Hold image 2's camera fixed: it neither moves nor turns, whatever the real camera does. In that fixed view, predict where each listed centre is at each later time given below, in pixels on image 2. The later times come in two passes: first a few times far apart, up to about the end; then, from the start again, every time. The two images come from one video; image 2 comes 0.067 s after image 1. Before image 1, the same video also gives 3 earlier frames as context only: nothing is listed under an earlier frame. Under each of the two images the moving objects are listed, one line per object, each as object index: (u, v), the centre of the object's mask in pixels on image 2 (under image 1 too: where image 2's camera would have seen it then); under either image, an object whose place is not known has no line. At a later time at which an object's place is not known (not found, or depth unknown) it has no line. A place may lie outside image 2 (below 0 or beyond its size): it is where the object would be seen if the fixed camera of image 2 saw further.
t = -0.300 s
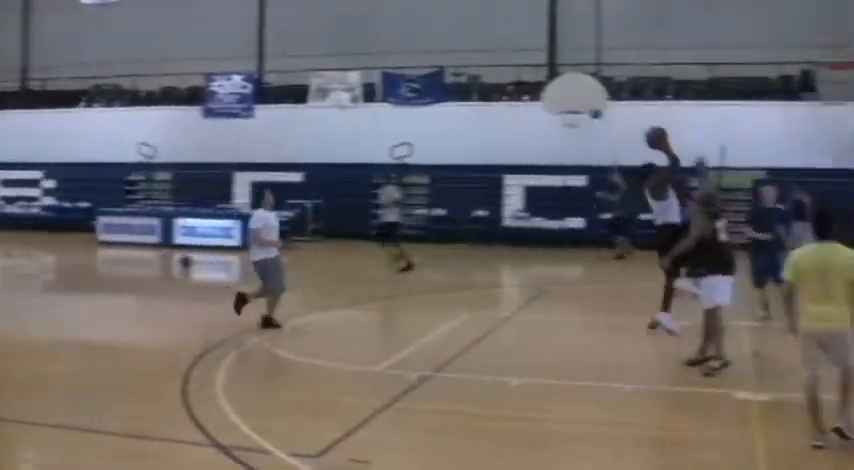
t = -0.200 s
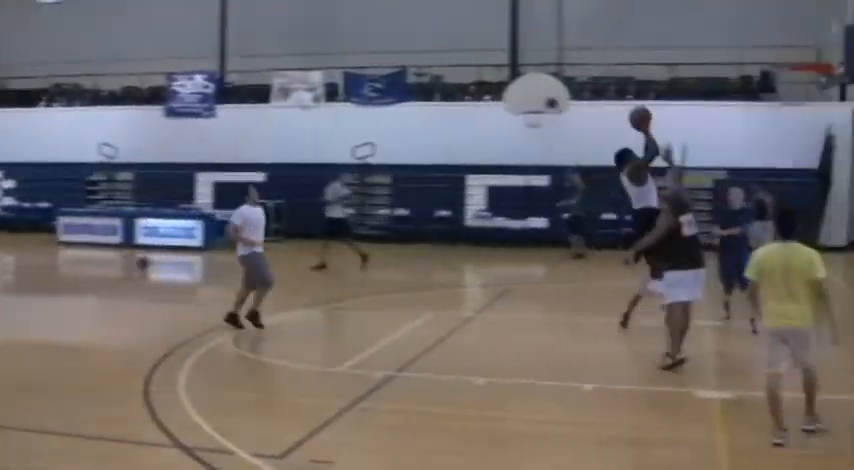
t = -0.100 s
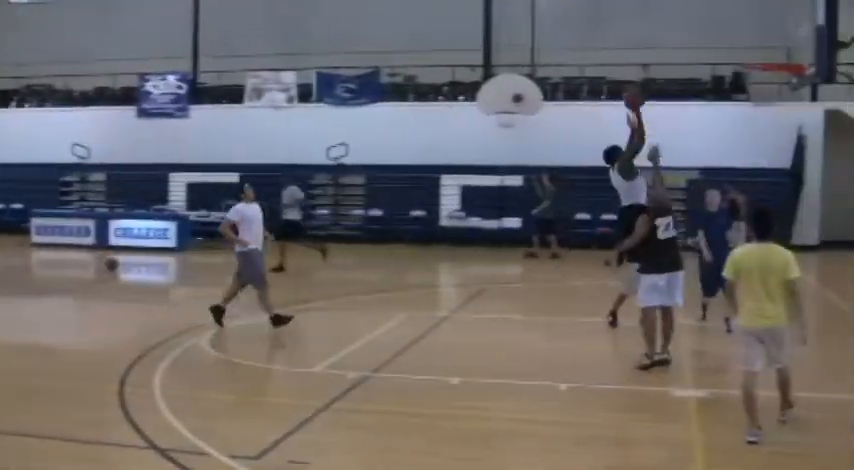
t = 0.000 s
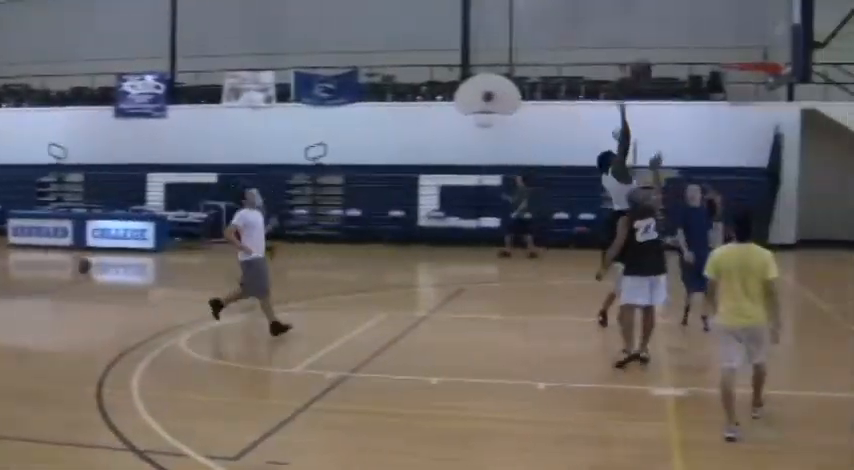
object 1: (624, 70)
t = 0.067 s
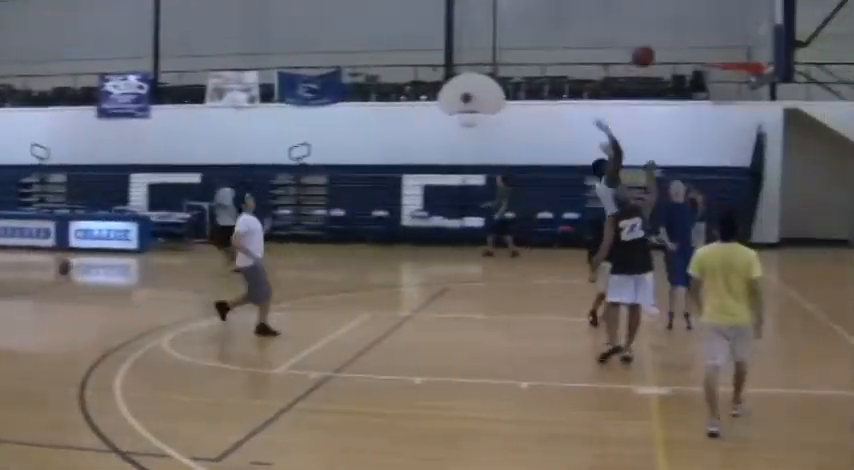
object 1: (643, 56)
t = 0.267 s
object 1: (701, 39)
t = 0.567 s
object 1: (743, 34)
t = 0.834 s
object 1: (716, 52)
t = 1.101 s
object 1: (732, 117)
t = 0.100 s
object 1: (653, 51)
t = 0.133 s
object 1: (662, 46)
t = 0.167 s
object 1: (672, 43)
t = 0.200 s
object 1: (681, 41)
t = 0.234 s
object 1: (691, 40)
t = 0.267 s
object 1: (701, 39)
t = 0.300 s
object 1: (711, 40)
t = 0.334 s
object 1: (721, 41)
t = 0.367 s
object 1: (731, 44)
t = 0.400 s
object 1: (741, 48)
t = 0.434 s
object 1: (748, 49)
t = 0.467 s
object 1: (752, 44)
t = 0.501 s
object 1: (749, 39)
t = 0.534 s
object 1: (746, 36)
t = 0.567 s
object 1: (743, 34)
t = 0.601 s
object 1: (739, 33)
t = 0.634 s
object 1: (736, 33)
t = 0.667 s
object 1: (733, 34)
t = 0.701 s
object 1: (729, 36)
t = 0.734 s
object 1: (726, 39)
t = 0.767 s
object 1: (723, 42)
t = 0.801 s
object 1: (719, 48)
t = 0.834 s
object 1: (716, 52)
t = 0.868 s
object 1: (713, 60)
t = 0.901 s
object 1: (716, 66)
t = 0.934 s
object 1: (718, 75)
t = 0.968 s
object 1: (722, 81)
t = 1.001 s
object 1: (725, 91)
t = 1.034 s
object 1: (729, 98)
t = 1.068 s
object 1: (730, 108)
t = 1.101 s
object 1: (732, 117)
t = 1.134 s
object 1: (734, 128)
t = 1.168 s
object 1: (736, 139)
